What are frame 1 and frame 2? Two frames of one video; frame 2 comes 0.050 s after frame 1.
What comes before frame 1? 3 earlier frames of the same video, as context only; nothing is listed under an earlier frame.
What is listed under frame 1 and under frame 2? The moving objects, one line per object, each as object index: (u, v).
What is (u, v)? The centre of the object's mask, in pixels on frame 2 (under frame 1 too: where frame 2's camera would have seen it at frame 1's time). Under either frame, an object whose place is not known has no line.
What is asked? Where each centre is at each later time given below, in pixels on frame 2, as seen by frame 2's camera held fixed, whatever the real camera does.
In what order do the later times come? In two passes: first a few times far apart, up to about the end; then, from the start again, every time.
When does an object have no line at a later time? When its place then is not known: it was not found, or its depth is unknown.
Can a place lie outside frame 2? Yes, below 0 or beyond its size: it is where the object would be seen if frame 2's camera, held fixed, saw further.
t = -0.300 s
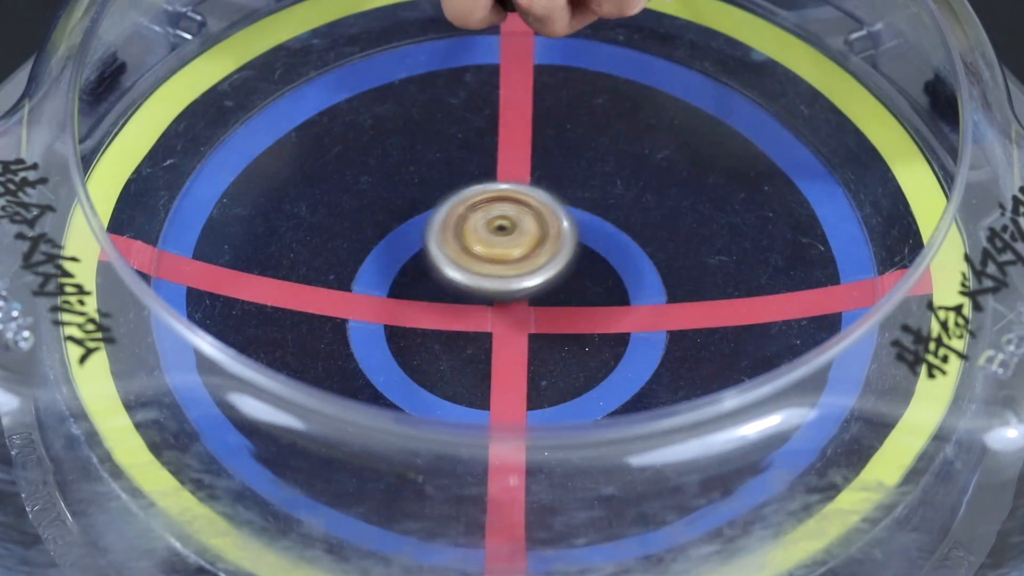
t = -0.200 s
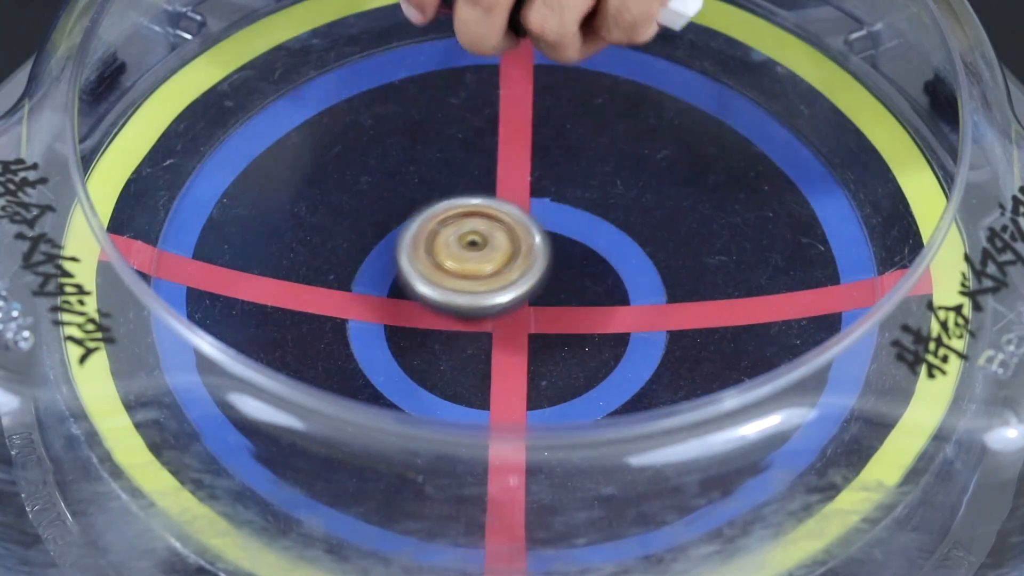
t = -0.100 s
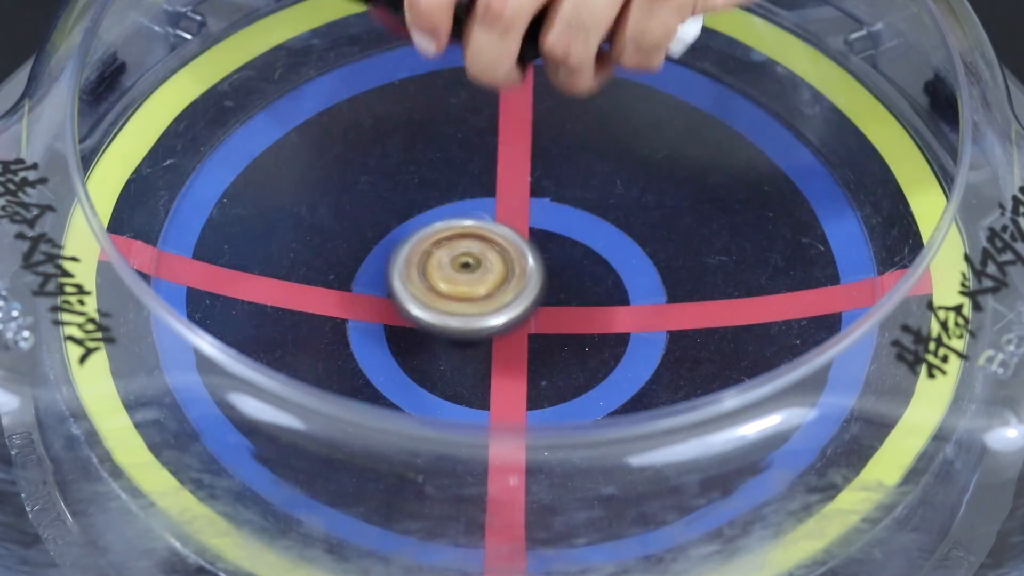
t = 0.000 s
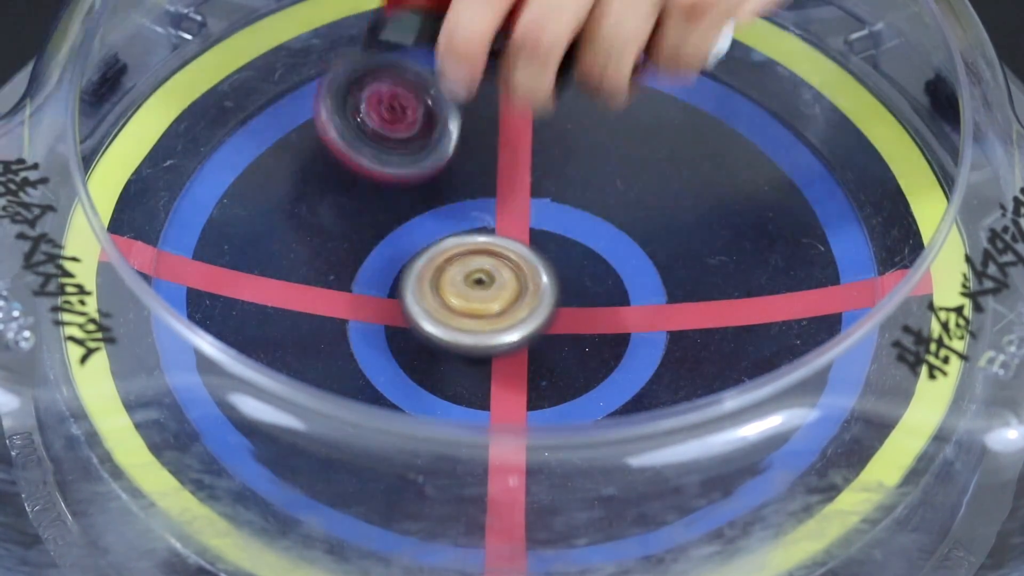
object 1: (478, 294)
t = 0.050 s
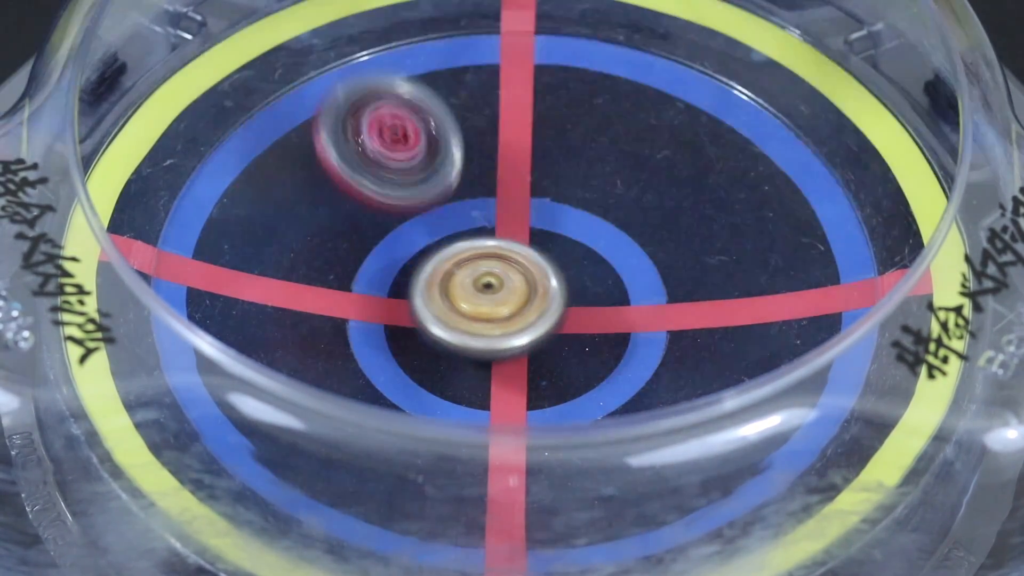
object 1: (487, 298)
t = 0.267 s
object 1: (679, 361)
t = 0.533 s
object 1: (692, 300)
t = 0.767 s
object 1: (624, 326)
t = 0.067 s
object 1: (491, 298)
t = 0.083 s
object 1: (497, 300)
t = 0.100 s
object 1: (519, 311)
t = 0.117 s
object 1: (544, 326)
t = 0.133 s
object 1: (569, 338)
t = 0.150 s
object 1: (590, 349)
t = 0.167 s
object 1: (611, 356)
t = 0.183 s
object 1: (627, 360)
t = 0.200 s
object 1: (642, 362)
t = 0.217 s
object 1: (654, 363)
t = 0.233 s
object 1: (664, 363)
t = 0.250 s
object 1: (673, 363)
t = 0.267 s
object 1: (679, 361)
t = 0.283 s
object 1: (684, 359)
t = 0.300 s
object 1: (688, 357)
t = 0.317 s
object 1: (691, 354)
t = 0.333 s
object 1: (694, 351)
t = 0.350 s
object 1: (697, 348)
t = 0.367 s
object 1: (698, 345)
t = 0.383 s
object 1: (699, 341)
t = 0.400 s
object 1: (701, 337)
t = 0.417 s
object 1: (701, 333)
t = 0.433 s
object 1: (701, 329)
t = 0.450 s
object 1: (701, 325)
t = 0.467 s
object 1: (700, 319)
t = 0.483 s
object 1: (699, 313)
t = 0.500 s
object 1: (697, 309)
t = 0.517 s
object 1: (695, 305)
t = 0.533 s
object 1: (692, 300)
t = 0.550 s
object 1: (690, 296)
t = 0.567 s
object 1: (687, 292)
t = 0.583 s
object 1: (684, 287)
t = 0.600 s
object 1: (681, 284)
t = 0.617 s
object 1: (678, 281)
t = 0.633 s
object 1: (675, 278)
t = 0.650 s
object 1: (671, 274)
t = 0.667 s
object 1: (667, 271)
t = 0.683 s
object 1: (666, 272)
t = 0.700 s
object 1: (654, 277)
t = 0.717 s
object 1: (647, 286)
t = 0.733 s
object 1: (639, 303)
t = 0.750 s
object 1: (631, 316)
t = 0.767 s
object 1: (624, 326)
